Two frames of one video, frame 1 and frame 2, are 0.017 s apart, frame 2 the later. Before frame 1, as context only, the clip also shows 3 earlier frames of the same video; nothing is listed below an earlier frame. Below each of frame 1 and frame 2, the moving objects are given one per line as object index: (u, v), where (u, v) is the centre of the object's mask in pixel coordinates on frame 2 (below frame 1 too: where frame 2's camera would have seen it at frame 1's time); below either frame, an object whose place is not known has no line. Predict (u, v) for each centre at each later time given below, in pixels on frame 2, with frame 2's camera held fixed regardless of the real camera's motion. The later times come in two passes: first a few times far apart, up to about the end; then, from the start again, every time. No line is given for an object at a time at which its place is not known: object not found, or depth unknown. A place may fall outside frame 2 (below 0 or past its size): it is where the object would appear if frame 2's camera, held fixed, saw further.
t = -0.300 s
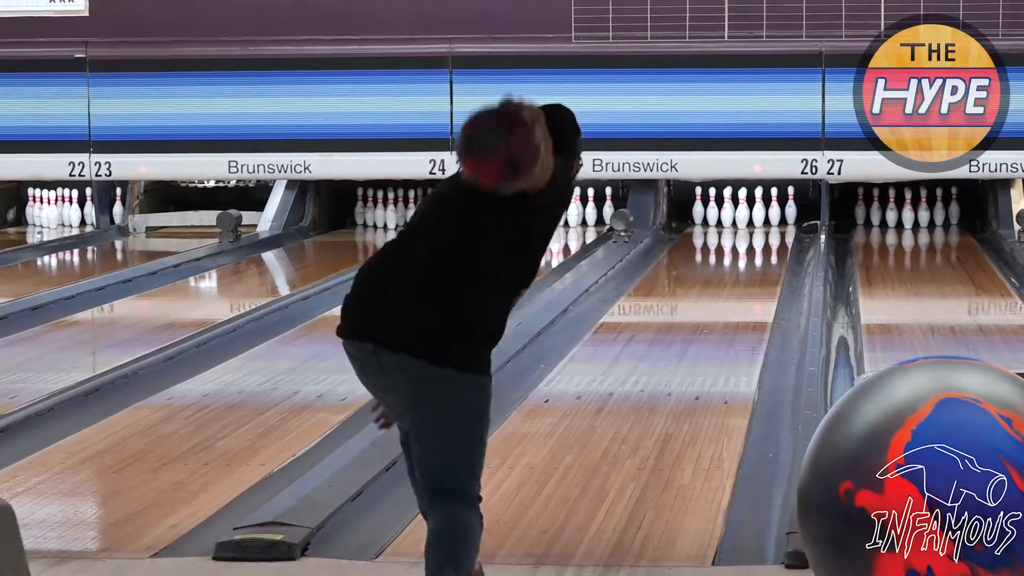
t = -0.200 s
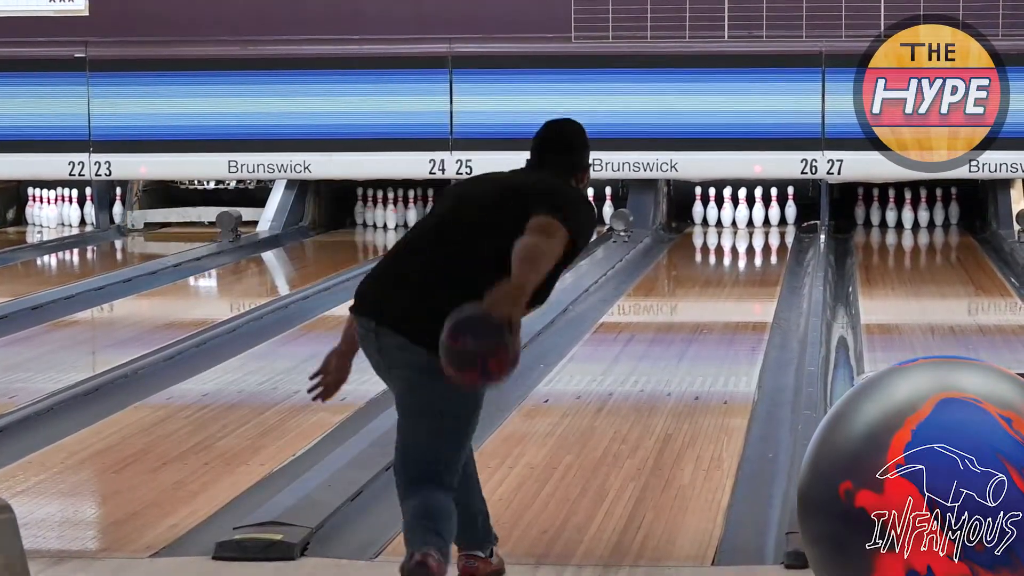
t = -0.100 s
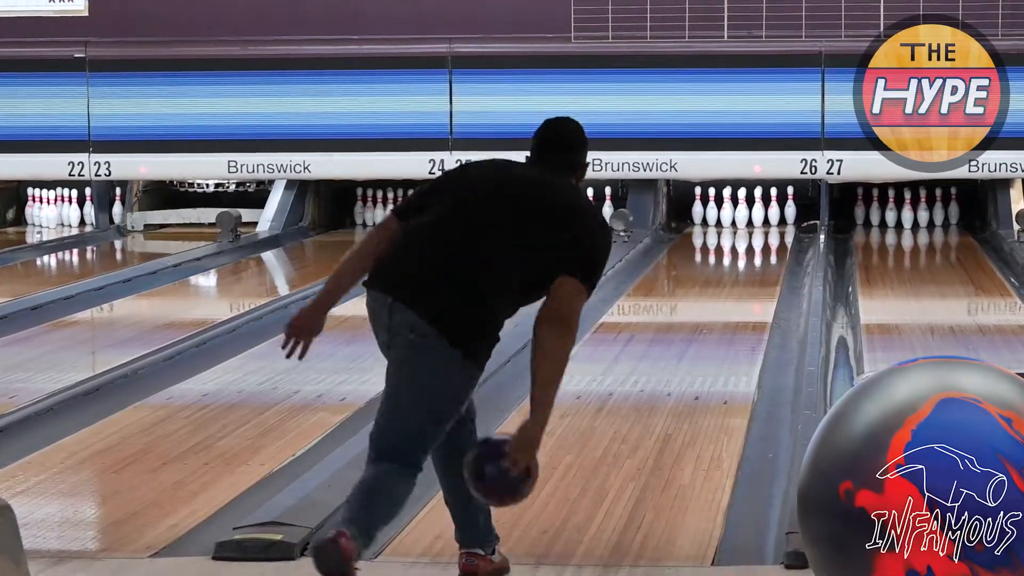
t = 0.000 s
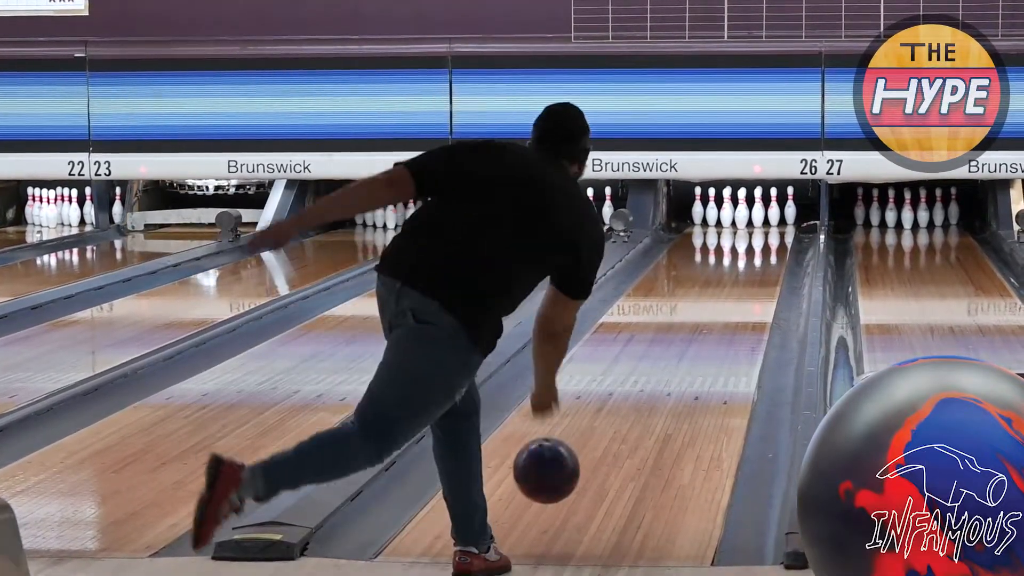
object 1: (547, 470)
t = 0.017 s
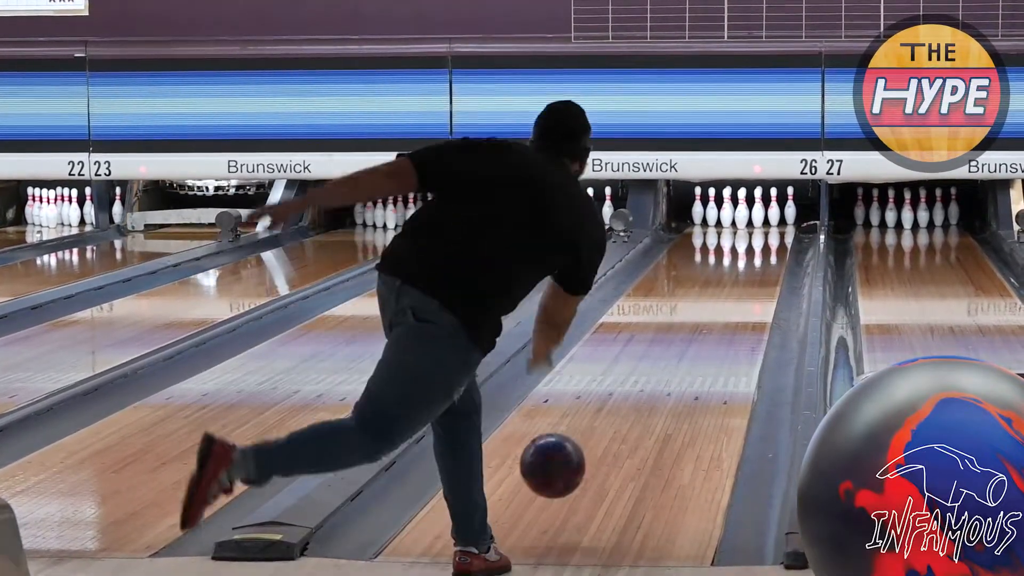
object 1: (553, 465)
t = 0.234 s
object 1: (620, 431)
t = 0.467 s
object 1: (669, 378)
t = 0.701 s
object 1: (703, 337)
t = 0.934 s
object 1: (728, 305)
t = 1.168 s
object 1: (746, 280)
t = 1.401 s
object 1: (756, 260)
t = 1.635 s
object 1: (763, 244)
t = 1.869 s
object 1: (765, 230)
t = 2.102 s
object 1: (760, 220)
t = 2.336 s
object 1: (759, 212)
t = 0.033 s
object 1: (559, 461)
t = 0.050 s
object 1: (565, 458)
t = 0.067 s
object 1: (571, 456)
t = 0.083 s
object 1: (577, 455)
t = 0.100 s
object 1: (582, 453)
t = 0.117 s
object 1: (587, 454)
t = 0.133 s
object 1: (592, 455)
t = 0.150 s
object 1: (598, 457)
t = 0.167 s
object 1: (602, 458)
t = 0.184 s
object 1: (607, 450)
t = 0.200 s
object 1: (611, 443)
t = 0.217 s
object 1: (616, 437)
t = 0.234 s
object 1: (620, 431)
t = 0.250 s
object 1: (624, 426)
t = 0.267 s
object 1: (628, 422)
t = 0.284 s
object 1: (632, 420)
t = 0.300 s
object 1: (636, 417)
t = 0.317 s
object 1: (640, 412)
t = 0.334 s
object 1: (643, 408)
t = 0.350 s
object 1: (647, 404)
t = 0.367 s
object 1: (650, 400)
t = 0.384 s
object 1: (654, 396)
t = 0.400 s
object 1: (657, 392)
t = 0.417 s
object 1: (660, 389)
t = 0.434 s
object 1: (663, 385)
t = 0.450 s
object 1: (666, 381)
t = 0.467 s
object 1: (669, 378)
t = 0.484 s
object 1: (672, 374)
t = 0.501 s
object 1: (675, 371)
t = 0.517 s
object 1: (677, 368)
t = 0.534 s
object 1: (680, 365)
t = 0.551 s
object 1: (683, 362)
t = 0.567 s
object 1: (685, 359)
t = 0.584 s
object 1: (688, 356)
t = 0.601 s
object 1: (690, 353)
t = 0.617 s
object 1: (693, 351)
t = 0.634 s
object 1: (695, 348)
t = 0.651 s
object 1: (697, 345)
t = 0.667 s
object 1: (699, 342)
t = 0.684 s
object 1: (701, 340)
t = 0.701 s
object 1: (703, 337)
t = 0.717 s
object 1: (705, 334)
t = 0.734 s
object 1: (707, 332)
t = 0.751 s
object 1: (709, 329)
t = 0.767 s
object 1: (711, 327)
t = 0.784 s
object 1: (713, 325)
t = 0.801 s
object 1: (715, 322)
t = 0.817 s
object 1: (717, 320)
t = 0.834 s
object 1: (718, 318)
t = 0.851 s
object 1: (720, 315)
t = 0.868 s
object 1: (722, 313)
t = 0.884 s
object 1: (723, 311)
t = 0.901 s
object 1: (725, 309)
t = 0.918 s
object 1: (727, 307)
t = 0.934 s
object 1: (728, 305)
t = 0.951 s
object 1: (729, 303)
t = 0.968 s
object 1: (731, 301)
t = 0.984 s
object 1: (732, 299)
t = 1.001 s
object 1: (734, 298)
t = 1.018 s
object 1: (735, 296)
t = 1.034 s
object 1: (737, 294)
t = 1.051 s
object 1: (738, 291)
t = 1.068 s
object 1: (739, 290)
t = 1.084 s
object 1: (740, 289)
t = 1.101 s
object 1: (742, 287)
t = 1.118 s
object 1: (743, 285)
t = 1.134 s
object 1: (744, 283)
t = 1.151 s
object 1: (745, 282)
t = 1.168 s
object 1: (746, 280)
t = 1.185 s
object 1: (746, 279)
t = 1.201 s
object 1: (748, 277)
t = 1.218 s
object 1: (749, 275)
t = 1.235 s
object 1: (749, 274)
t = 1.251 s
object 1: (750, 273)
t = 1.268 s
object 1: (752, 271)
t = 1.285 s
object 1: (752, 270)
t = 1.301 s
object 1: (753, 268)
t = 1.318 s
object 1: (754, 267)
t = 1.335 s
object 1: (754, 266)
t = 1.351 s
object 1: (755, 265)
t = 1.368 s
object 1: (755, 263)
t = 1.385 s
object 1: (756, 262)
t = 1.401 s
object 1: (756, 260)
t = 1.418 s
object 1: (757, 259)
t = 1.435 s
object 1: (758, 257)
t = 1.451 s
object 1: (759, 256)
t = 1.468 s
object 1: (760, 255)
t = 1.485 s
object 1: (760, 254)
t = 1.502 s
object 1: (760, 253)
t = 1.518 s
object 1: (761, 252)
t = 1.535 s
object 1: (761, 251)
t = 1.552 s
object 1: (761, 250)
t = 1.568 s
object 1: (761, 249)
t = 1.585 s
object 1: (761, 248)
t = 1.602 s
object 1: (762, 247)
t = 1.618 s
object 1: (763, 246)
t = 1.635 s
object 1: (763, 244)
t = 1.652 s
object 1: (763, 244)
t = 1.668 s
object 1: (764, 242)
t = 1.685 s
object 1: (764, 241)
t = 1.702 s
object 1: (764, 240)
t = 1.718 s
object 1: (764, 239)
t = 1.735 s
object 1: (764, 238)
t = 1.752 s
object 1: (765, 237)
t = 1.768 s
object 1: (764, 236)
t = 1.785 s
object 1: (765, 235)
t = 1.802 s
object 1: (765, 234)
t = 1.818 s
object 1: (764, 233)
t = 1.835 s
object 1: (764, 232)
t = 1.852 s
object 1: (765, 231)
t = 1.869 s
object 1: (765, 230)
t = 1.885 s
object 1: (764, 229)
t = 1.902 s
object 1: (764, 229)
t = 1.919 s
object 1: (764, 228)
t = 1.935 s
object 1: (764, 227)
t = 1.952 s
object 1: (763, 226)
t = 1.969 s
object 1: (763, 225)
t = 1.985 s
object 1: (763, 225)
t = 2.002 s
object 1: (762, 224)
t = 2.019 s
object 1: (762, 223)
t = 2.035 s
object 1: (762, 222)
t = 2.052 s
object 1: (761, 222)
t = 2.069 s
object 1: (761, 221)
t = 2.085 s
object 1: (760, 221)
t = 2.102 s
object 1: (760, 220)
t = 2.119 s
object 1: (759, 220)
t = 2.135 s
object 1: (759, 219)
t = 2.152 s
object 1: (758, 217)
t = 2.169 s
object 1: (758, 217)
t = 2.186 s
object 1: (759, 216)
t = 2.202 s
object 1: (760, 216)
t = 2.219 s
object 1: (759, 215)
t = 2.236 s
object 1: (760, 214)
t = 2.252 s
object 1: (760, 213)
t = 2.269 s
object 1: (759, 213)
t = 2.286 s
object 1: (759, 213)
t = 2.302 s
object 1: (759, 213)
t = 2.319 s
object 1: (759, 213)
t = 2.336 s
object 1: (759, 212)
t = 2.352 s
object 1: (758, 212)
